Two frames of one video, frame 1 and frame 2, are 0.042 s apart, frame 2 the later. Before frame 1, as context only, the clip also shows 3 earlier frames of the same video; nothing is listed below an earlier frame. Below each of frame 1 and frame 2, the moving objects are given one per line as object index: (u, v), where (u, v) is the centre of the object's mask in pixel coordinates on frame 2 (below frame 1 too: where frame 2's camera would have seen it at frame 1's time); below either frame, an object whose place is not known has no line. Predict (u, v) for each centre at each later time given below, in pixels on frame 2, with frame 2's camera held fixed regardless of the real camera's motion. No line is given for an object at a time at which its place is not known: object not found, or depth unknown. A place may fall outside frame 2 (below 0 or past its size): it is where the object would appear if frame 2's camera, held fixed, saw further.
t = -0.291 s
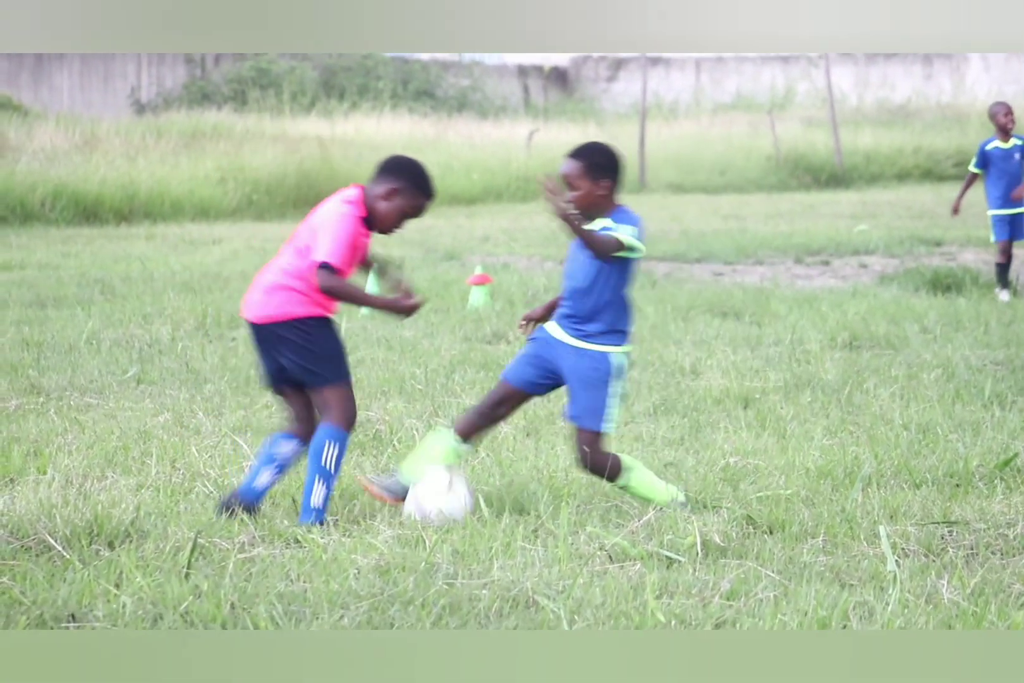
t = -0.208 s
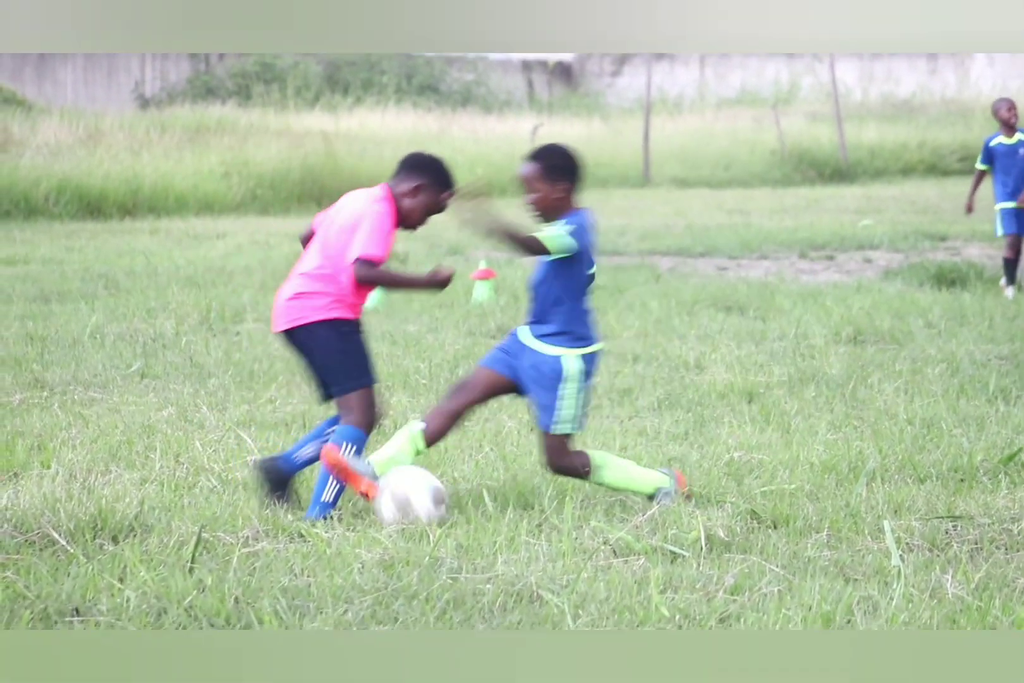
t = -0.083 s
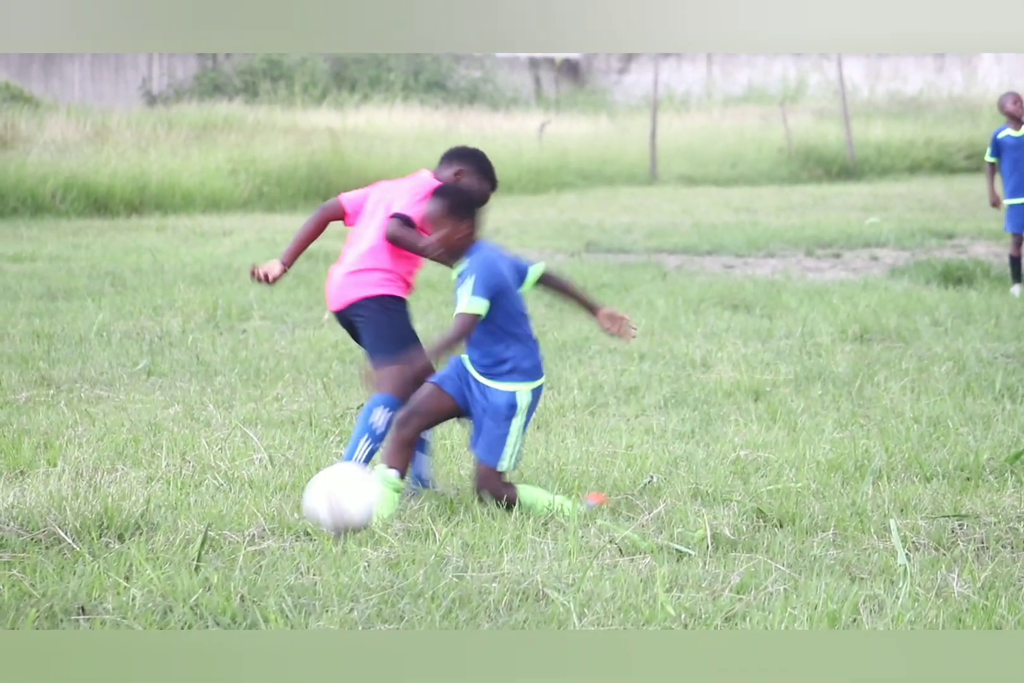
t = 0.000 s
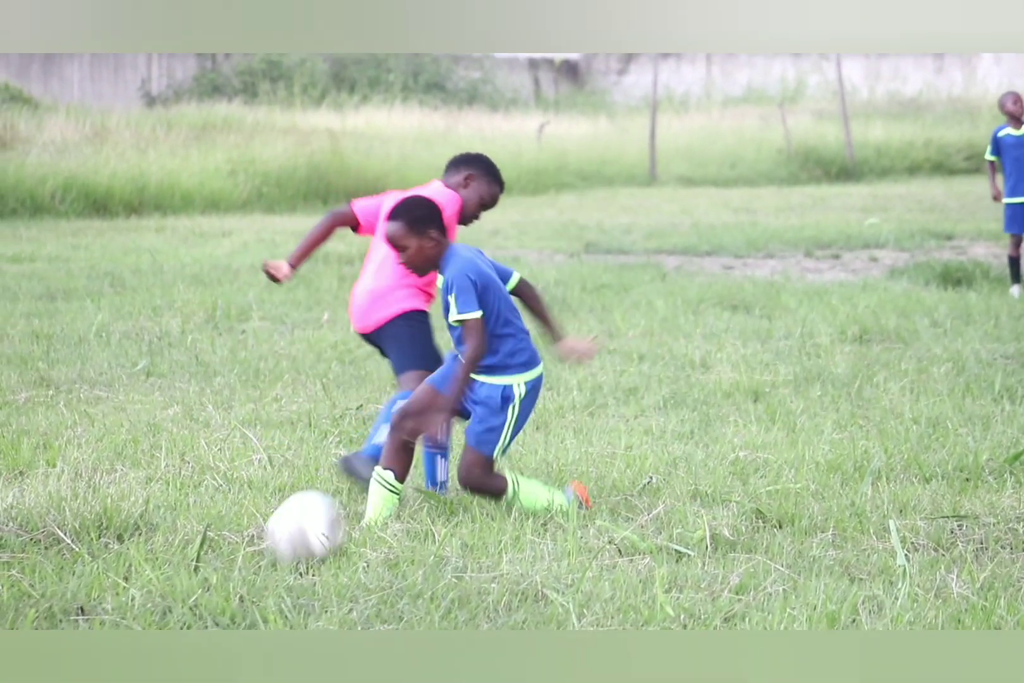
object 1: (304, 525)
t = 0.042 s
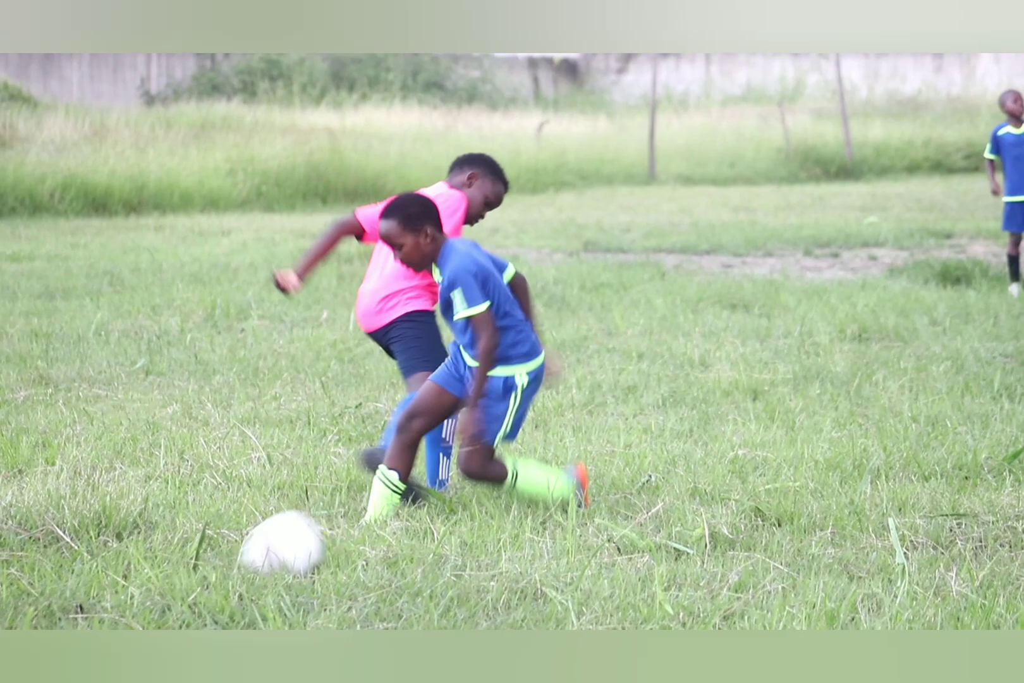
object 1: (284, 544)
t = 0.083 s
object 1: (266, 555)
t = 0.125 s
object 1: (249, 557)
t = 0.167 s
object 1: (230, 558)
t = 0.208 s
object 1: (213, 559)
